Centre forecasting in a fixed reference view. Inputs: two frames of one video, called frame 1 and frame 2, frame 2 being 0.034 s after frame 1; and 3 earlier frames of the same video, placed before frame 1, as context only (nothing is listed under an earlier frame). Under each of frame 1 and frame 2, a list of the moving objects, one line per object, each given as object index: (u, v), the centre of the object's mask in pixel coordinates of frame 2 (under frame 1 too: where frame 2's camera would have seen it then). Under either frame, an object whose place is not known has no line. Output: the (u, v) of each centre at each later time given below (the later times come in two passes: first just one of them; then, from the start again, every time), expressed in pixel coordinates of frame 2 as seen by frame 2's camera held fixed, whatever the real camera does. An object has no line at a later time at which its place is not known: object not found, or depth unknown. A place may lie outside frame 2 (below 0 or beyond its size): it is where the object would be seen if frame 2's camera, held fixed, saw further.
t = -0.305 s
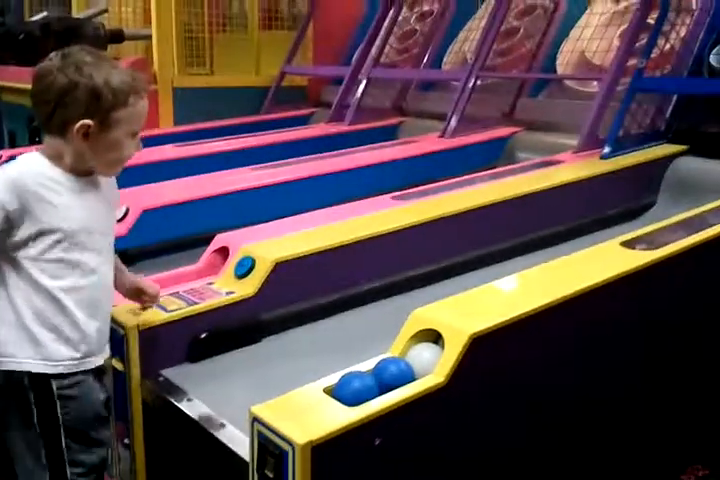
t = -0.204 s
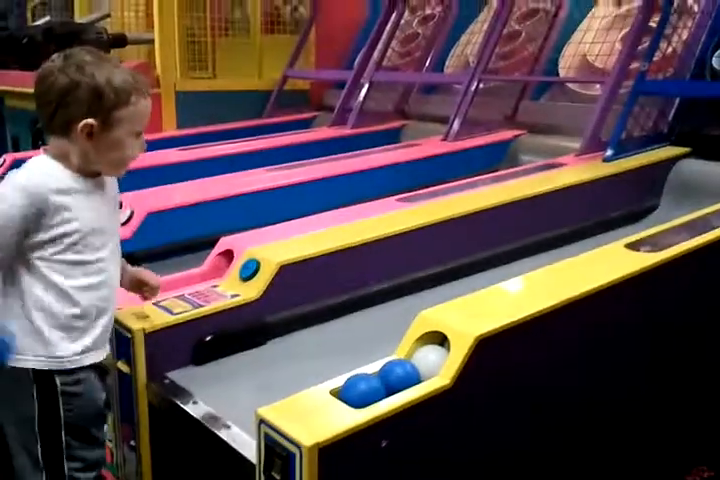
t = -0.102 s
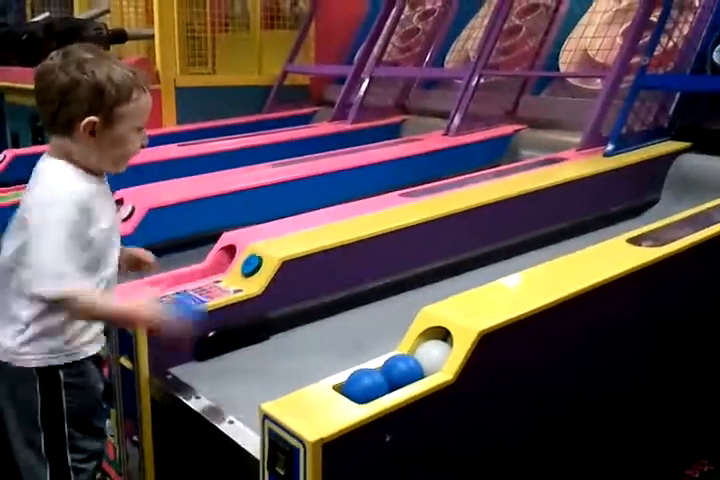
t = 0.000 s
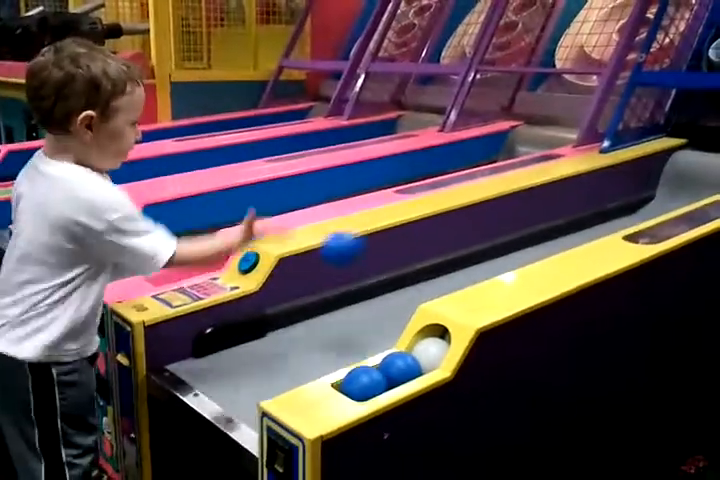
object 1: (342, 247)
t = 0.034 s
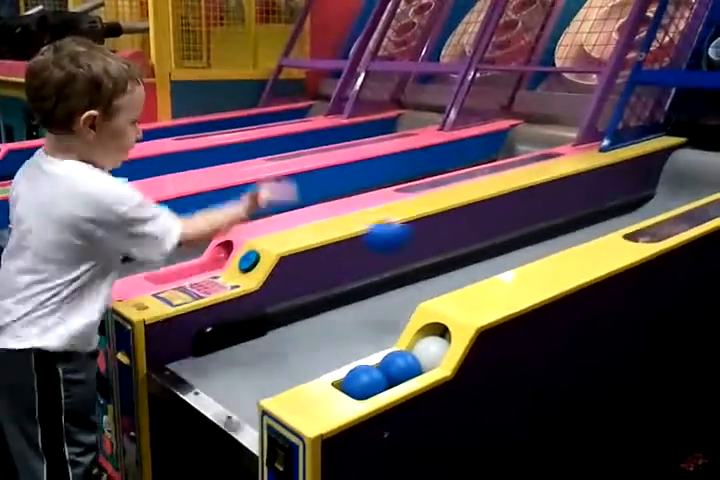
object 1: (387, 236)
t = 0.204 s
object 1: (551, 247)
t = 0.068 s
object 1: (427, 231)
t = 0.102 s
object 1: (460, 228)
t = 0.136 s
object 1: (496, 235)
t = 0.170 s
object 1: (524, 243)
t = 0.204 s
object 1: (551, 247)
